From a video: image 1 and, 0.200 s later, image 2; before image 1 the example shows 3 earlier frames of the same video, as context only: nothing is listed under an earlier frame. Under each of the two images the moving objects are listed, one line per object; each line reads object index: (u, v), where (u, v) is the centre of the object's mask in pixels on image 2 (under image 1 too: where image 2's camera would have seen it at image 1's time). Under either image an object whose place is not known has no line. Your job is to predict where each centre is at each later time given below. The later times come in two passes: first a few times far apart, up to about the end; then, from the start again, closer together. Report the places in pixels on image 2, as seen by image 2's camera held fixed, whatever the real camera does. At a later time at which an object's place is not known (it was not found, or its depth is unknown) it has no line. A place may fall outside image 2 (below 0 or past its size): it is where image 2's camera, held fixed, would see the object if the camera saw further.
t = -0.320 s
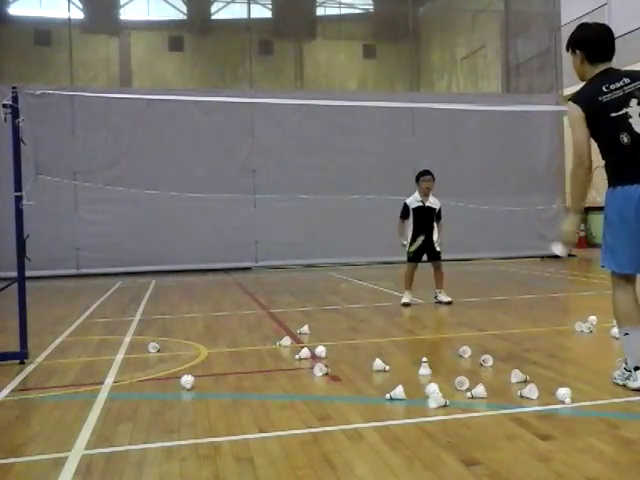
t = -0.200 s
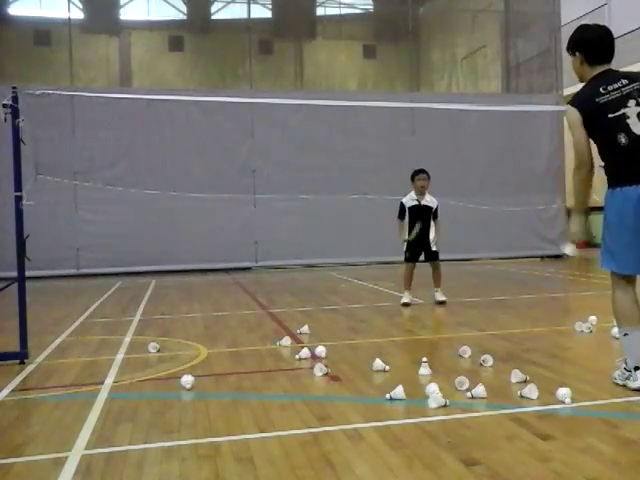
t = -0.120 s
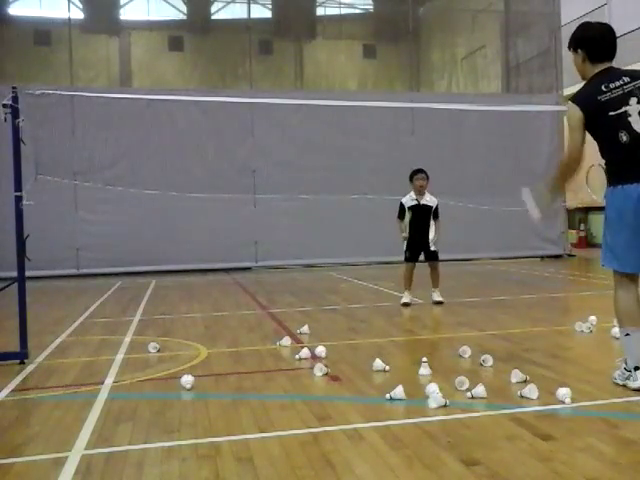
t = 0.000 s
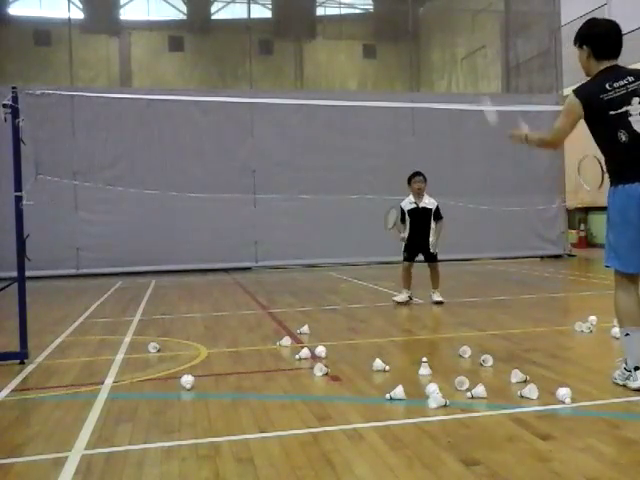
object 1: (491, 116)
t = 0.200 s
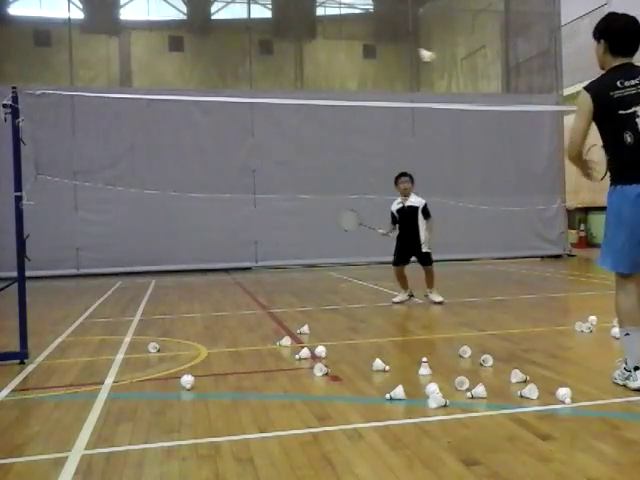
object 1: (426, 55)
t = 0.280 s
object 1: (407, 52)
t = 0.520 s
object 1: (361, 87)
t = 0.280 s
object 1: (407, 52)
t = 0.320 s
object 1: (399, 53)
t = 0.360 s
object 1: (391, 55)
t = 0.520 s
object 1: (361, 87)
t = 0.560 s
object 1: (356, 100)
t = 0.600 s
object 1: (350, 116)
